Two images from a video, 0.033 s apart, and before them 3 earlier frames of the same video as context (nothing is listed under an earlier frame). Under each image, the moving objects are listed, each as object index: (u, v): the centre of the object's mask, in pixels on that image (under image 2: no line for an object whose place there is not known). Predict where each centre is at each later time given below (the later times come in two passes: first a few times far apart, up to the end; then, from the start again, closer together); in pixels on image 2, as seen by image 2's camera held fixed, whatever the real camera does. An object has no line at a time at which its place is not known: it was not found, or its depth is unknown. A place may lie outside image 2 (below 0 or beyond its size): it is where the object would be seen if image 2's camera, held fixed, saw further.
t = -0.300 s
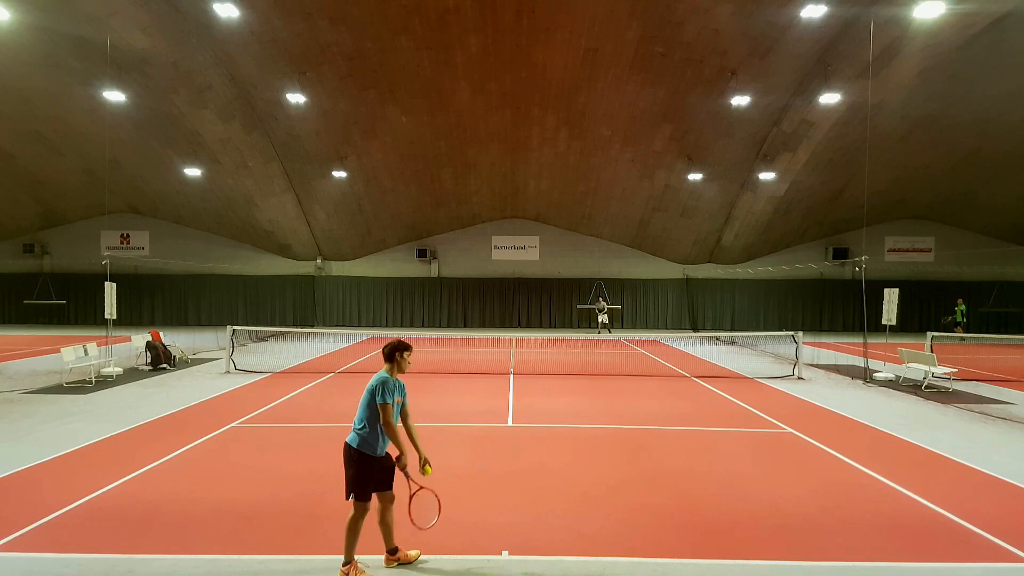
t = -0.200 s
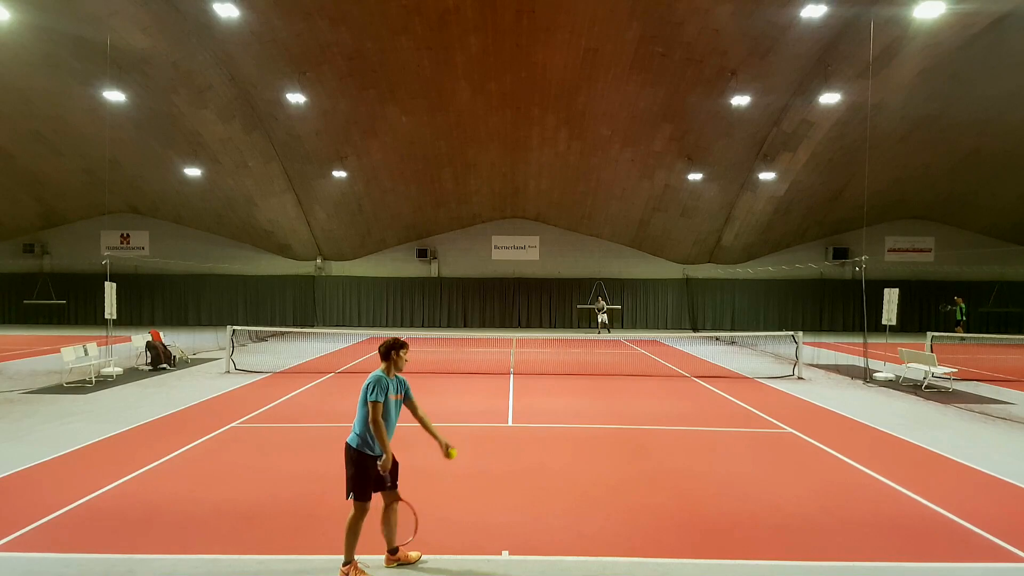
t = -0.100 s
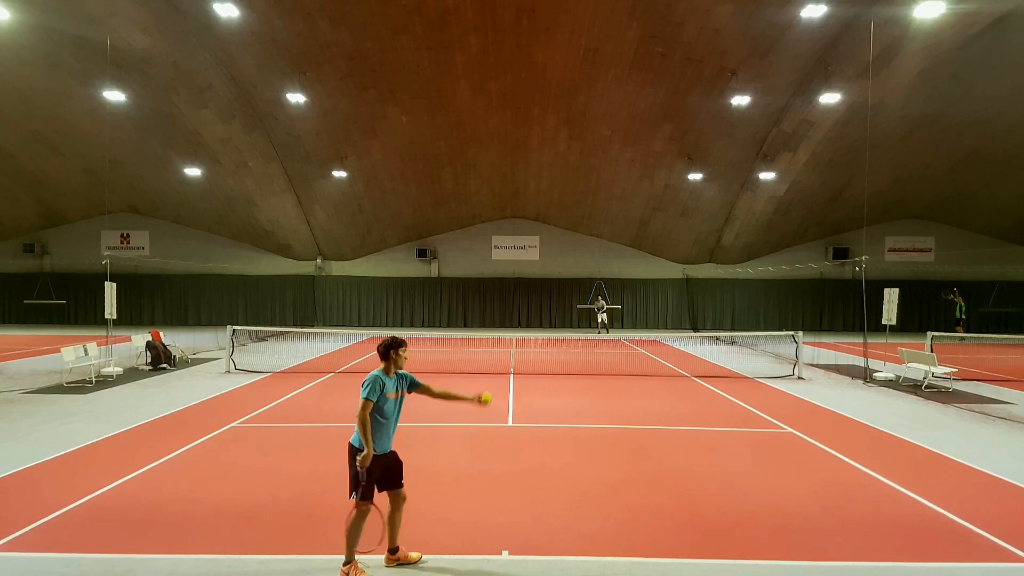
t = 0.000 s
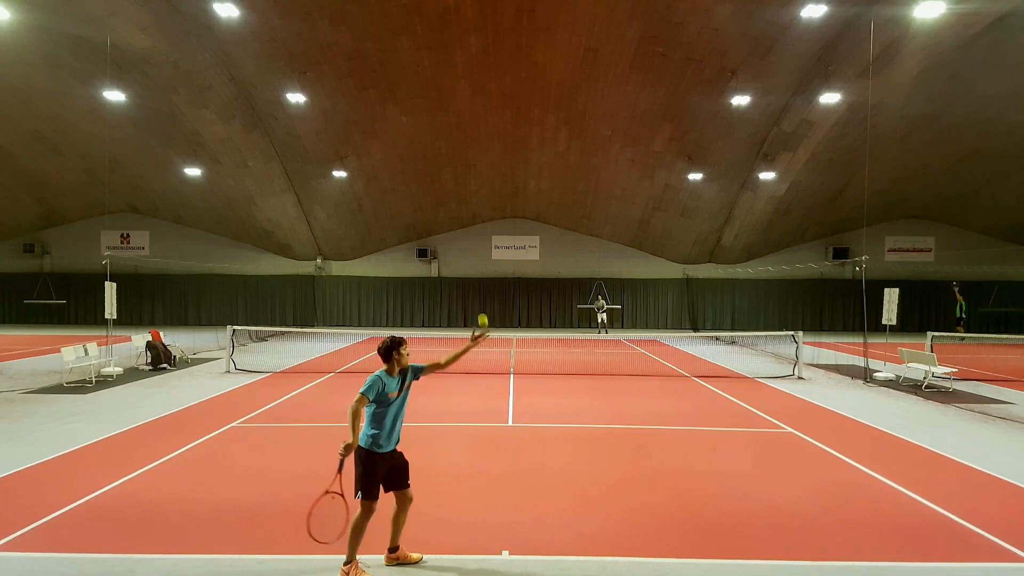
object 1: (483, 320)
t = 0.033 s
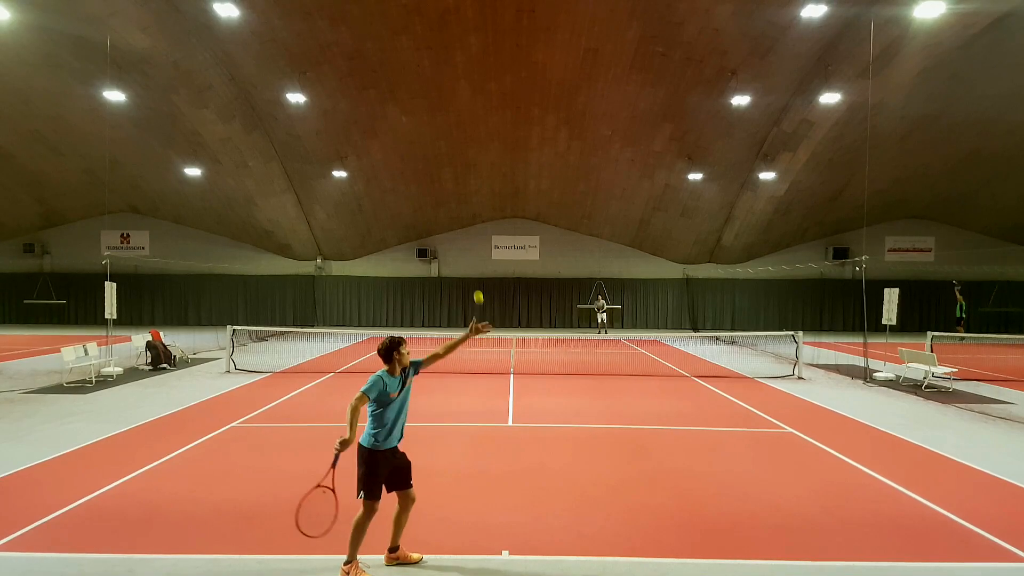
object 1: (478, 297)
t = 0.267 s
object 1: (447, 175)
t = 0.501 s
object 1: (418, 123)
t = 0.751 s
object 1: (387, 145)
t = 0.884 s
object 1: (372, 187)
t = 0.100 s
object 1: (469, 255)
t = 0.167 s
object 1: (460, 218)
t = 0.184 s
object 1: (458, 210)
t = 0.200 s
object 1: (456, 203)
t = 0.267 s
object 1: (447, 175)
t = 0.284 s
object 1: (444, 168)
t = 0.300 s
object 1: (443, 163)
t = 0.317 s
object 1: (441, 157)
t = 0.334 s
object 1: (439, 153)
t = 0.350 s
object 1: (437, 148)
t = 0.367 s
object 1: (434, 144)
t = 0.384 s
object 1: (432, 140)
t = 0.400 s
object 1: (430, 137)
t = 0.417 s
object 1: (428, 133)
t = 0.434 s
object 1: (426, 131)
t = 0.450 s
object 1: (424, 128)
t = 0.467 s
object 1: (422, 126)
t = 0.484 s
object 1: (420, 125)
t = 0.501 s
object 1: (418, 123)
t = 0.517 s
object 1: (415, 122)
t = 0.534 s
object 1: (413, 122)
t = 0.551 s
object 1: (411, 121)
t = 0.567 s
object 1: (409, 121)
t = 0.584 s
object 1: (407, 122)
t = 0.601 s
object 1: (405, 123)
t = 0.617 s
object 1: (403, 124)
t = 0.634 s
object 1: (401, 125)
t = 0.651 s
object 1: (399, 127)
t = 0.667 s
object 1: (397, 129)
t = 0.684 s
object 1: (395, 131)
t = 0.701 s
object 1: (393, 134)
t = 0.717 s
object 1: (391, 137)
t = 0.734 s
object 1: (389, 141)
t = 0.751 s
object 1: (387, 145)
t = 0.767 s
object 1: (385, 149)
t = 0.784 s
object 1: (383, 153)
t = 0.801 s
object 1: (382, 158)
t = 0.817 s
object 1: (380, 163)
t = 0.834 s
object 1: (378, 169)
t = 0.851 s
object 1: (376, 174)
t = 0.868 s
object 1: (374, 181)
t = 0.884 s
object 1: (372, 187)
